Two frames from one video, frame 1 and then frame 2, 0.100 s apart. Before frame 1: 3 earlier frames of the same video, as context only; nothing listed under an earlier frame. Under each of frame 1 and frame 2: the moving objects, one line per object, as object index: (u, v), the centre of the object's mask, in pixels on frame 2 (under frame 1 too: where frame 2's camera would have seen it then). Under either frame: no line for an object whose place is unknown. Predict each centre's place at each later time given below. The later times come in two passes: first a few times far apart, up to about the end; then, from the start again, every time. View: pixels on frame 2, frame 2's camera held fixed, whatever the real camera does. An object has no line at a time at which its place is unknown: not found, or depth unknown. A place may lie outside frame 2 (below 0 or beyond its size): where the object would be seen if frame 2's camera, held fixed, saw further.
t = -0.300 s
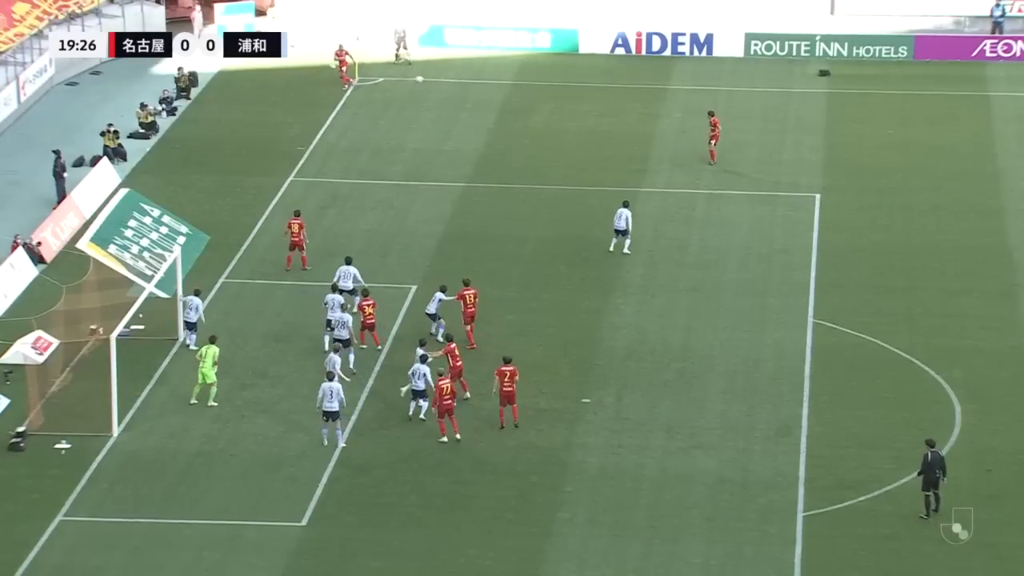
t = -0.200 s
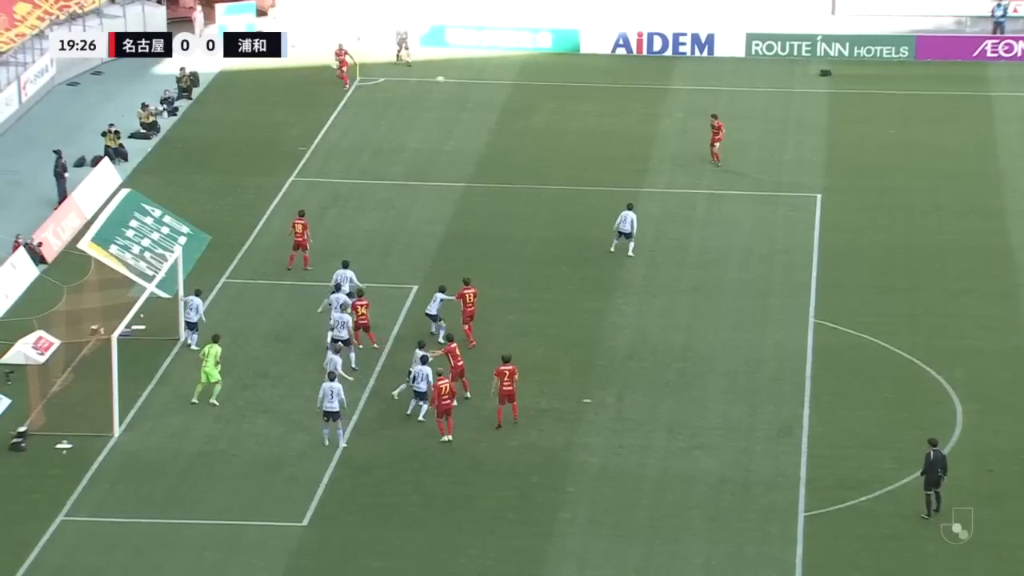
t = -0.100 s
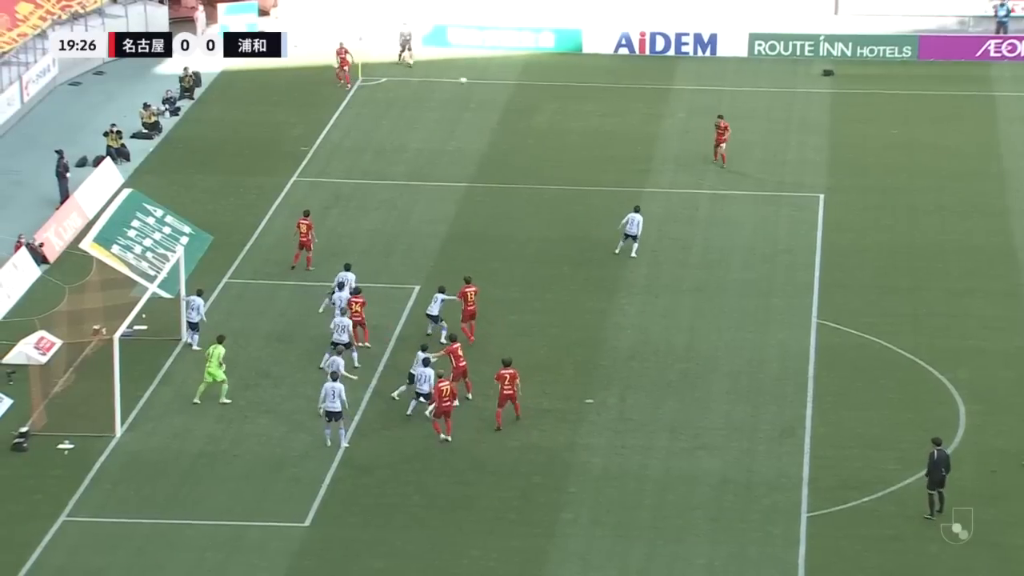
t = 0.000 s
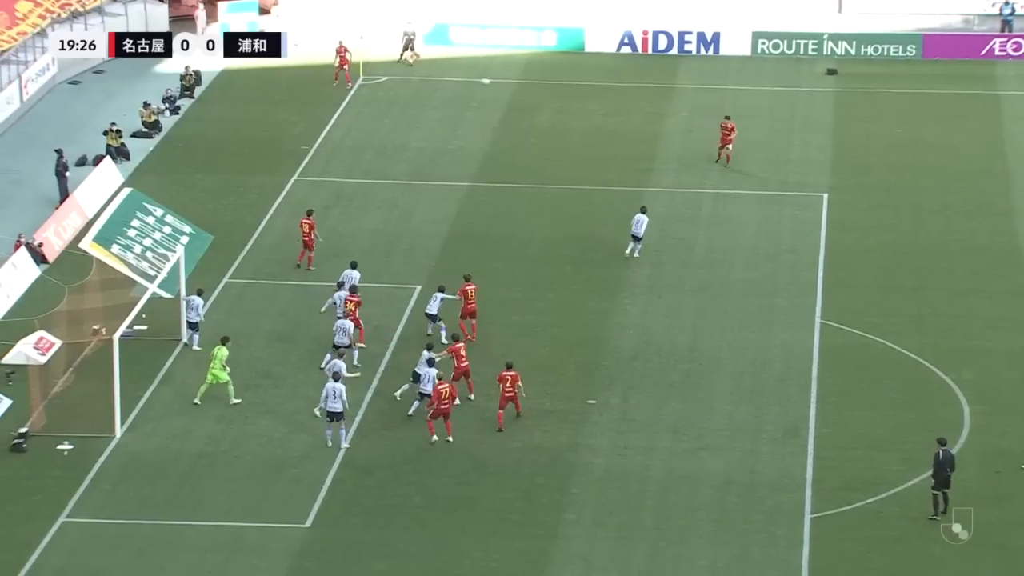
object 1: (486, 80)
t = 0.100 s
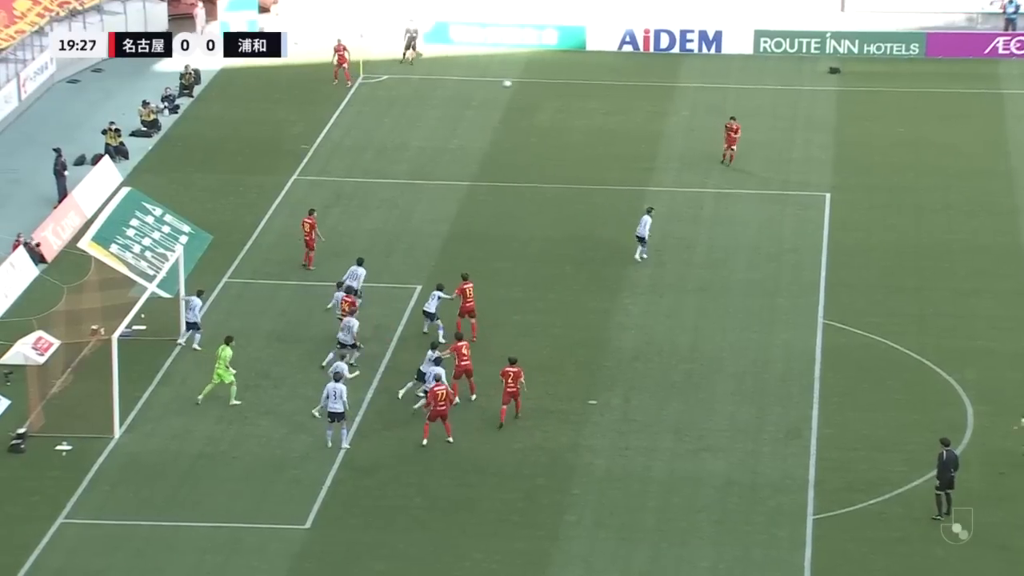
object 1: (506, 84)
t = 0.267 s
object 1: (541, 92)
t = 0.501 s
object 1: (589, 113)
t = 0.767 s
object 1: (645, 149)
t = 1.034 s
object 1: (701, 202)
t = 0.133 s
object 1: (513, 85)
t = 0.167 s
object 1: (521, 87)
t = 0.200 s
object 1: (527, 89)
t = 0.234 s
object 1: (534, 91)
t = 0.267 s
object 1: (541, 92)
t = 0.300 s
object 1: (548, 95)
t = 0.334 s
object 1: (555, 97)
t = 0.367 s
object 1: (562, 100)
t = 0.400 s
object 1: (569, 103)
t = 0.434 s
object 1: (576, 106)
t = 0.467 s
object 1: (583, 109)
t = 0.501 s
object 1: (589, 113)
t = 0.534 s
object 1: (595, 116)
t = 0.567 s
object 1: (603, 120)
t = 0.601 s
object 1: (609, 124)
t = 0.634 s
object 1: (616, 129)
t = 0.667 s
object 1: (623, 133)
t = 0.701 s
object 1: (630, 138)
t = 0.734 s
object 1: (637, 143)
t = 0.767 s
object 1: (645, 149)
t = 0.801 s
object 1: (652, 154)
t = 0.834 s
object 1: (659, 161)
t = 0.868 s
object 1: (665, 167)
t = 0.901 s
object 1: (673, 173)
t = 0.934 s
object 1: (681, 180)
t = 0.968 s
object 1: (688, 187)
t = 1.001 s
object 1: (694, 194)
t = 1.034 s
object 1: (701, 202)
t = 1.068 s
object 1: (709, 209)
